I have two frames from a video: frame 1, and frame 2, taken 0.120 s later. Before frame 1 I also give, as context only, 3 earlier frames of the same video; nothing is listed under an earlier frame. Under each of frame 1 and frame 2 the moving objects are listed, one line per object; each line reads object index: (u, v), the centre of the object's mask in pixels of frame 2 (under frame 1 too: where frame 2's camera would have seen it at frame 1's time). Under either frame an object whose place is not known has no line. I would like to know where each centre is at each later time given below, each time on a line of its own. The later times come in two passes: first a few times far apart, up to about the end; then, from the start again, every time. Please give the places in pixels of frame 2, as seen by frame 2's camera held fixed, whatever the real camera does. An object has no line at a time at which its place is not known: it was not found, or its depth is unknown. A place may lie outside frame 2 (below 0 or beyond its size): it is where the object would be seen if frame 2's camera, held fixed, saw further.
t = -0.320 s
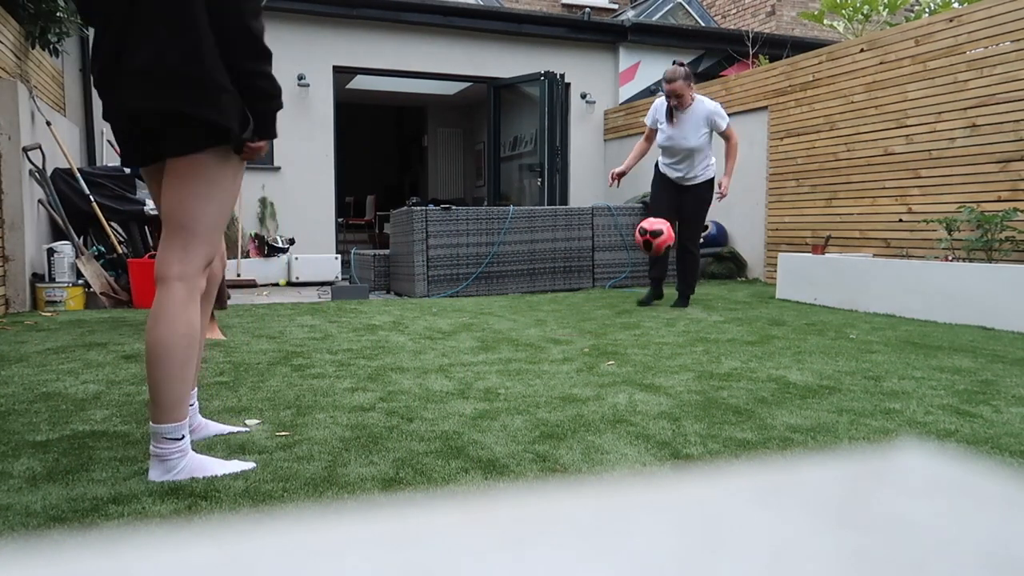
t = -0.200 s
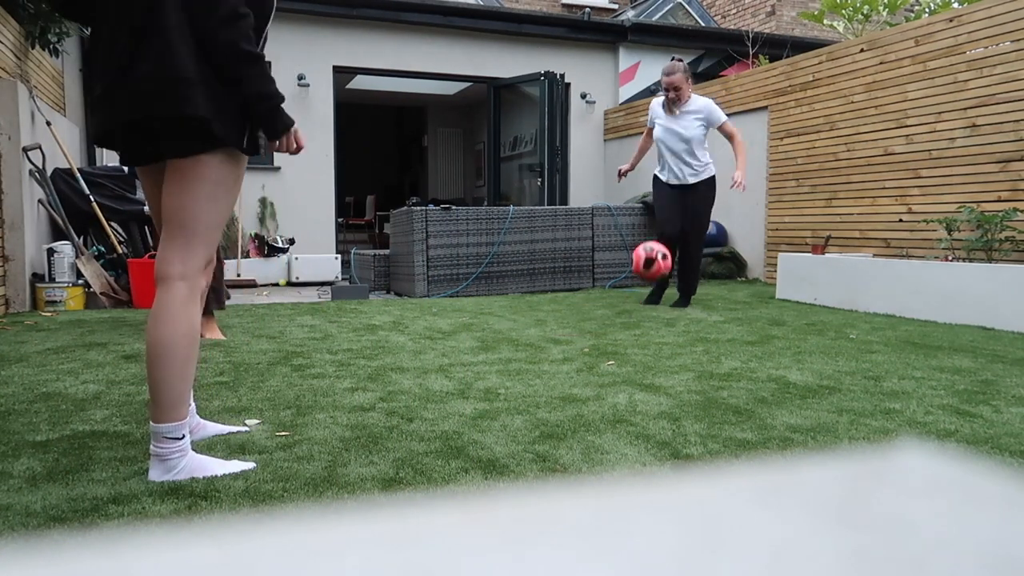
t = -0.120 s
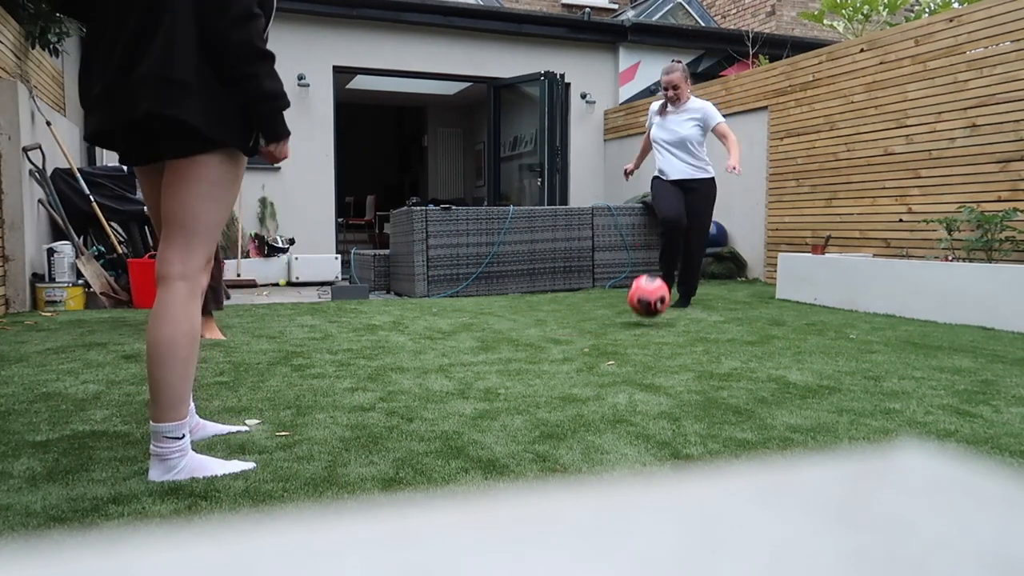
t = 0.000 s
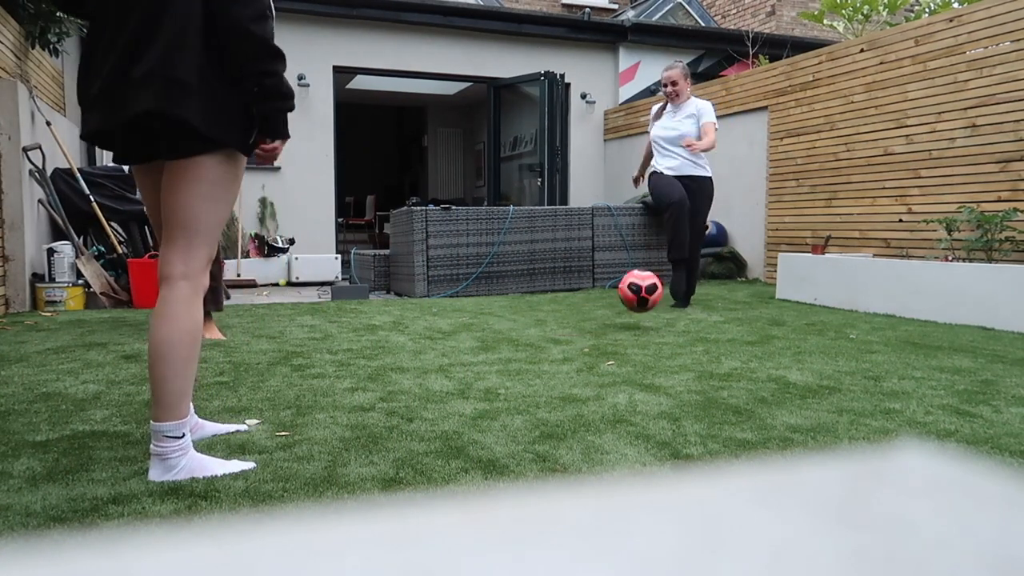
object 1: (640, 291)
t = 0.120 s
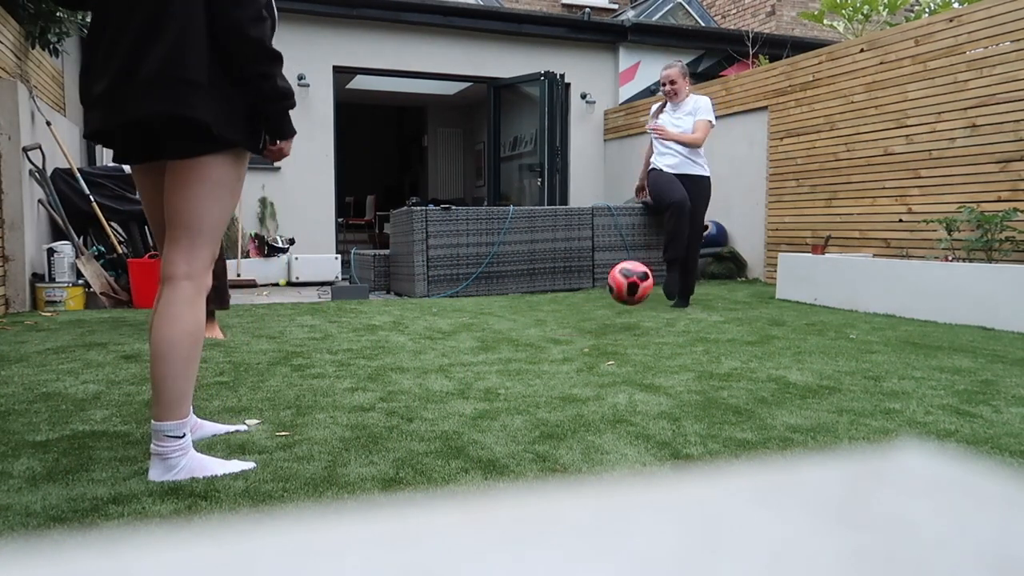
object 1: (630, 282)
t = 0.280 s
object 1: (614, 318)
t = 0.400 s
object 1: (605, 310)
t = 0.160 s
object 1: (626, 286)
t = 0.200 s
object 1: (622, 293)
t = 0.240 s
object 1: (619, 303)
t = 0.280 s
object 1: (614, 318)
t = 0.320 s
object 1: (611, 317)
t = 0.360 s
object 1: (608, 312)
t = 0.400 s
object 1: (605, 310)
